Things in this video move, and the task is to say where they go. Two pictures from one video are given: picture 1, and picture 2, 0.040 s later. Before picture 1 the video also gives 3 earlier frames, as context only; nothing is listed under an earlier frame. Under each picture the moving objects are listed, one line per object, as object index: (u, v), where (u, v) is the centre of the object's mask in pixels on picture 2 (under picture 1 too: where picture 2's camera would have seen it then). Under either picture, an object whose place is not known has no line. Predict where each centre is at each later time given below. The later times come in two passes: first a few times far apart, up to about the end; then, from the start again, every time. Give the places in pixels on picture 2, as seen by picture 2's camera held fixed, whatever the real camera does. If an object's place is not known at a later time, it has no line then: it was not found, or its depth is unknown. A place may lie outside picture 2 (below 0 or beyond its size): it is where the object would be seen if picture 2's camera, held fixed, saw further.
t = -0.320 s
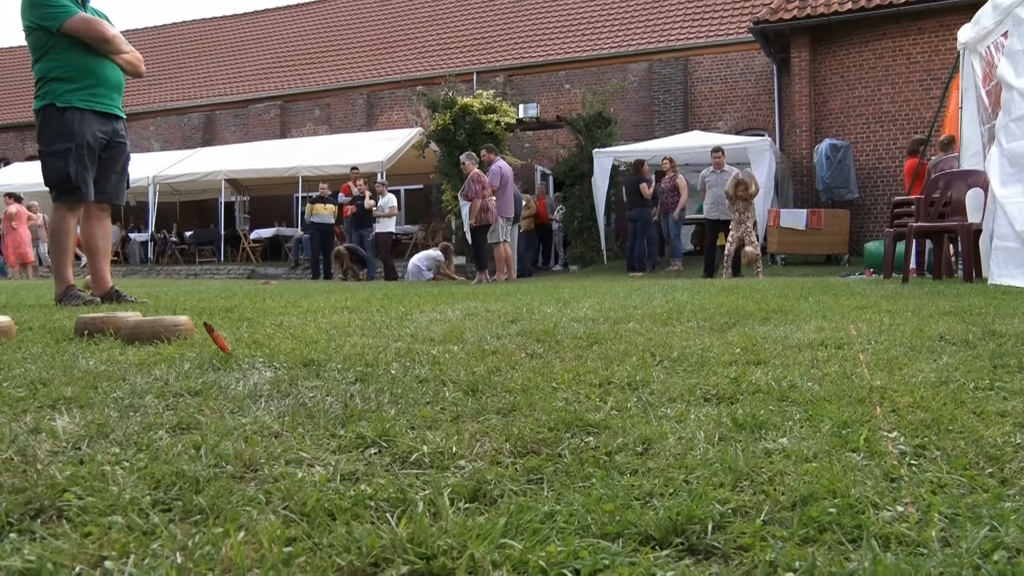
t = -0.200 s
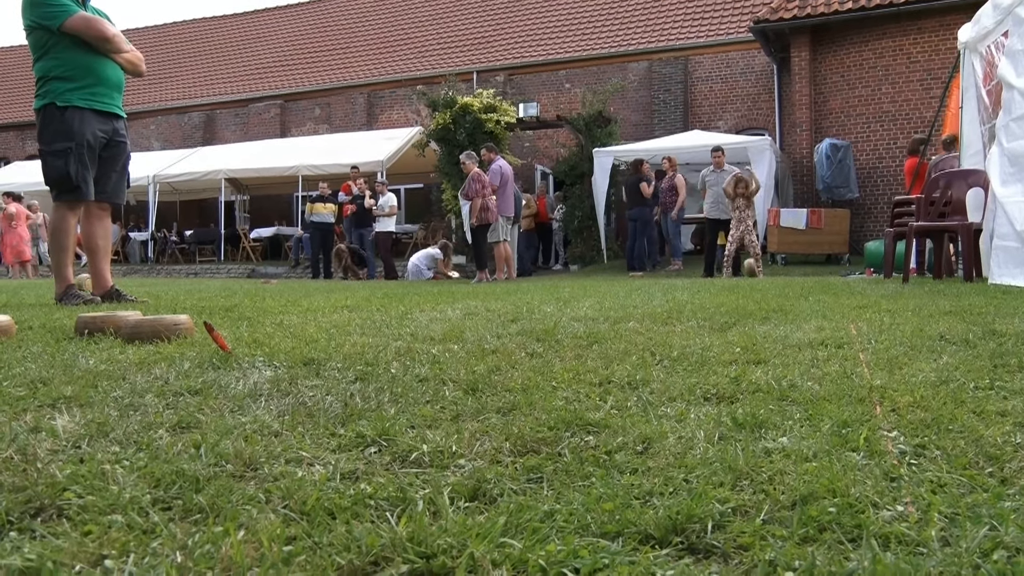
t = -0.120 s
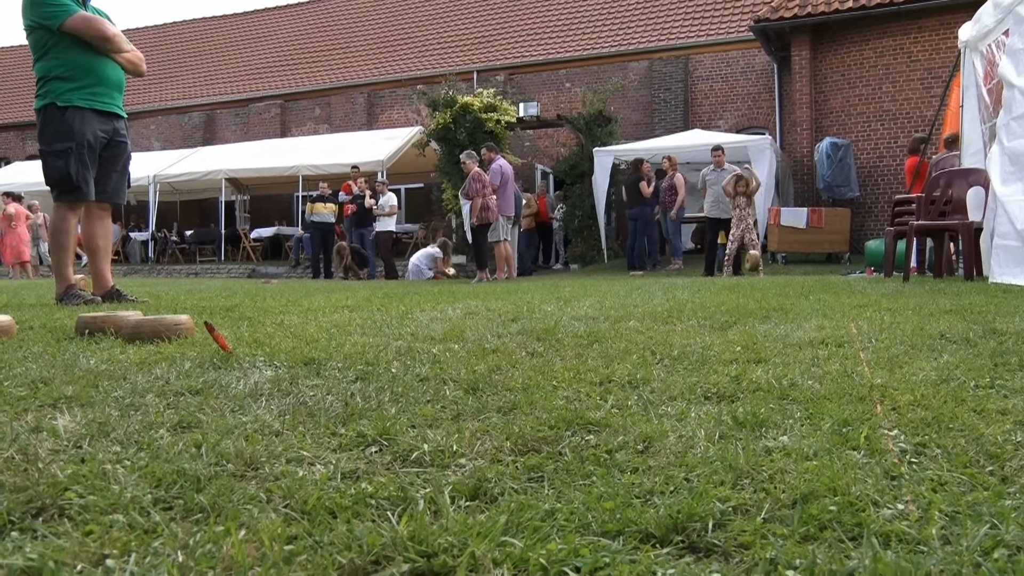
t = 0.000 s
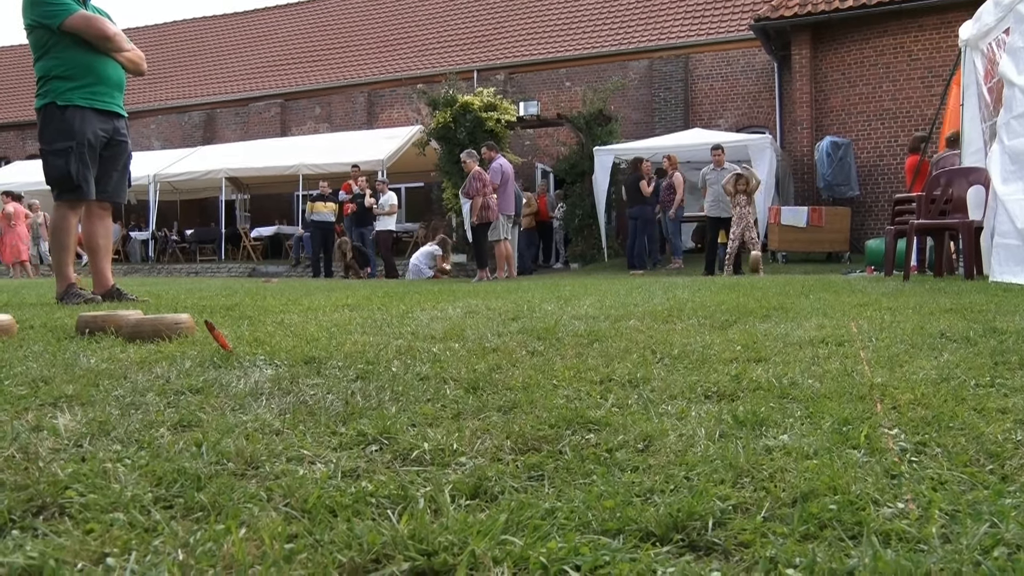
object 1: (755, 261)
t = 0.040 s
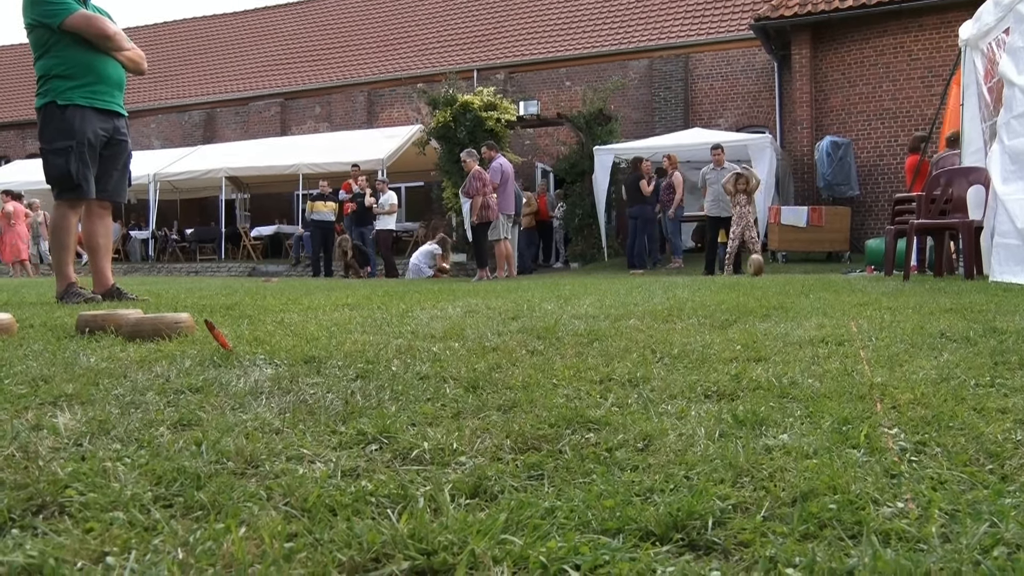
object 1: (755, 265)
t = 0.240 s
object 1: (754, 263)
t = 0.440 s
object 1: (748, 267)
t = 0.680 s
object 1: (740, 269)
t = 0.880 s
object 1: (733, 270)
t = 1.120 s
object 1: (723, 270)
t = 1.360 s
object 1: (712, 273)
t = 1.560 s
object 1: (701, 273)
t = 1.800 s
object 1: (691, 276)
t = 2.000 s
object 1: (682, 277)
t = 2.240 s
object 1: (671, 277)
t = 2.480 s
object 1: (657, 280)
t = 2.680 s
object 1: (646, 281)
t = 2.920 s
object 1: (637, 282)
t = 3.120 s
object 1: (639, 282)
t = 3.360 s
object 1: (644, 282)
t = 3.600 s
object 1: (656, 284)
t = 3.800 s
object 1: (673, 286)
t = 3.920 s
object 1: (683, 286)
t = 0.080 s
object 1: (755, 268)
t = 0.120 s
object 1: (755, 265)
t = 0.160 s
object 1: (754, 263)
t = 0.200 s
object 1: (754, 262)
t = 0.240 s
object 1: (754, 263)
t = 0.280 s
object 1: (752, 265)
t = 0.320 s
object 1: (751, 268)
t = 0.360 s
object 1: (752, 269)
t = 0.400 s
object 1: (751, 268)
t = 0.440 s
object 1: (748, 267)
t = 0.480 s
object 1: (747, 268)
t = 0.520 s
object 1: (746, 269)
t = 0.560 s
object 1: (745, 269)
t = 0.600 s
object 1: (743, 269)
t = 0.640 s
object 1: (741, 269)
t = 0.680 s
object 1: (740, 269)
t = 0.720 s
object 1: (739, 269)
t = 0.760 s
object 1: (738, 269)
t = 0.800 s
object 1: (737, 270)
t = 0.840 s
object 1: (735, 270)
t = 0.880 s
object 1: (733, 270)
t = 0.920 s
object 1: (732, 270)
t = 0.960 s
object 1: (730, 270)
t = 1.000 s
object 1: (729, 270)
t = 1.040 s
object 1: (727, 270)
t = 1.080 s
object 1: (725, 270)
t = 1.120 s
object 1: (723, 270)
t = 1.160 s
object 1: (721, 271)
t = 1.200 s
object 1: (719, 271)
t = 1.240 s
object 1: (718, 272)
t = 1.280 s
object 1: (717, 273)
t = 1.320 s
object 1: (714, 272)
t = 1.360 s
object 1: (712, 273)
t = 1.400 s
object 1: (710, 273)
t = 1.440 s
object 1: (707, 273)
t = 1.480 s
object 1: (705, 274)
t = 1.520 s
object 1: (703, 273)
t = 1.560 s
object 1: (701, 273)
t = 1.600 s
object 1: (699, 274)
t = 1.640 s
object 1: (697, 274)
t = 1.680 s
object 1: (696, 274)
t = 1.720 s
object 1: (694, 275)
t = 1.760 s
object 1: (692, 275)
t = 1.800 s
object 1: (691, 276)
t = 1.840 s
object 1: (689, 276)
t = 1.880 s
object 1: (687, 277)
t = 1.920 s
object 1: (685, 277)
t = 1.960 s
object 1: (683, 276)
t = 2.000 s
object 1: (682, 277)
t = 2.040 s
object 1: (680, 278)
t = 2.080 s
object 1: (678, 278)
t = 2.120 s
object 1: (676, 278)
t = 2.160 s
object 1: (674, 278)
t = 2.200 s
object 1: (672, 277)
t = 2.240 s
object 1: (671, 277)
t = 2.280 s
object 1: (669, 278)
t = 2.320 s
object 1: (667, 278)
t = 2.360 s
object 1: (665, 279)
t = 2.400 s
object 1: (663, 279)
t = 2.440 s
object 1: (660, 280)
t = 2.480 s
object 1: (657, 280)
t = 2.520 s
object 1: (655, 280)
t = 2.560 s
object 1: (653, 281)
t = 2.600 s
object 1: (650, 281)
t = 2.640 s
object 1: (648, 281)
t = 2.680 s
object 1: (646, 281)
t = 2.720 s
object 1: (644, 281)
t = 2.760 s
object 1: (642, 281)
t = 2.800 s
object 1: (640, 281)
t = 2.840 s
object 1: (639, 281)
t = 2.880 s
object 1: (638, 282)
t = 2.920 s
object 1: (637, 282)
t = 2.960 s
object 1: (637, 282)
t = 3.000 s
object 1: (637, 282)
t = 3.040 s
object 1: (638, 282)
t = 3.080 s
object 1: (639, 282)
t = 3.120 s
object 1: (639, 282)
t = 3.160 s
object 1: (640, 282)
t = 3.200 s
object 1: (641, 282)
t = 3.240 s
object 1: (641, 282)
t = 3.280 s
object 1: (642, 282)
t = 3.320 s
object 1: (643, 282)
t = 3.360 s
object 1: (644, 282)
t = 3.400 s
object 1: (645, 282)
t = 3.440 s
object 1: (647, 283)
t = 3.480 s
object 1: (649, 283)
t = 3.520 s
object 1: (651, 284)
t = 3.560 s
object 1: (653, 284)
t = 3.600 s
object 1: (656, 284)
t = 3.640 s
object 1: (658, 284)
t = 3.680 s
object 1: (662, 285)
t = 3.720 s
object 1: (666, 285)
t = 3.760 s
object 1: (669, 285)
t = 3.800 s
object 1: (673, 286)
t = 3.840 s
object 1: (676, 286)
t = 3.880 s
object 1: (680, 285)
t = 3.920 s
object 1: (683, 286)
